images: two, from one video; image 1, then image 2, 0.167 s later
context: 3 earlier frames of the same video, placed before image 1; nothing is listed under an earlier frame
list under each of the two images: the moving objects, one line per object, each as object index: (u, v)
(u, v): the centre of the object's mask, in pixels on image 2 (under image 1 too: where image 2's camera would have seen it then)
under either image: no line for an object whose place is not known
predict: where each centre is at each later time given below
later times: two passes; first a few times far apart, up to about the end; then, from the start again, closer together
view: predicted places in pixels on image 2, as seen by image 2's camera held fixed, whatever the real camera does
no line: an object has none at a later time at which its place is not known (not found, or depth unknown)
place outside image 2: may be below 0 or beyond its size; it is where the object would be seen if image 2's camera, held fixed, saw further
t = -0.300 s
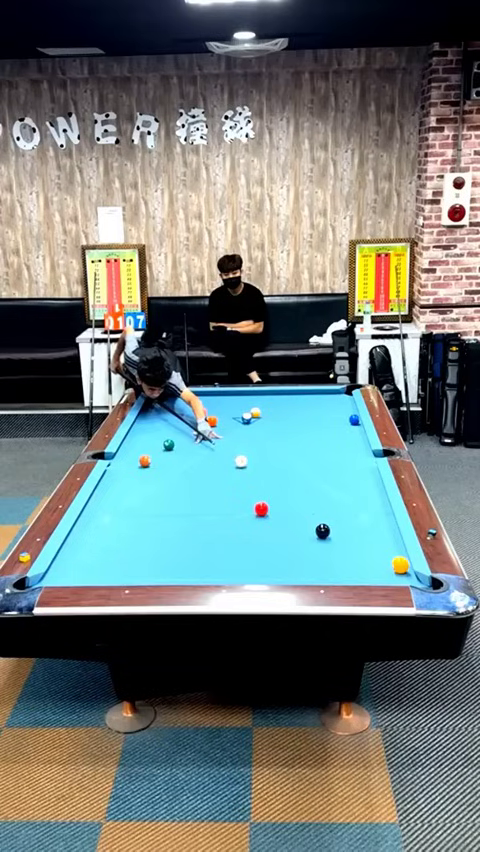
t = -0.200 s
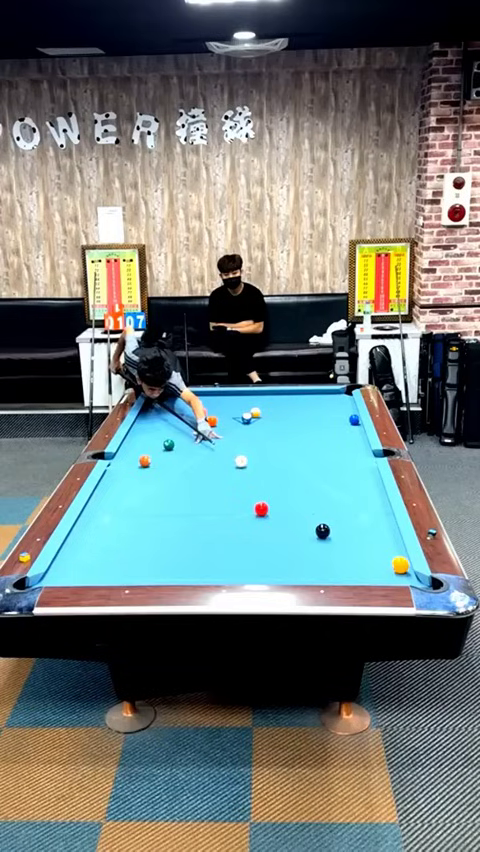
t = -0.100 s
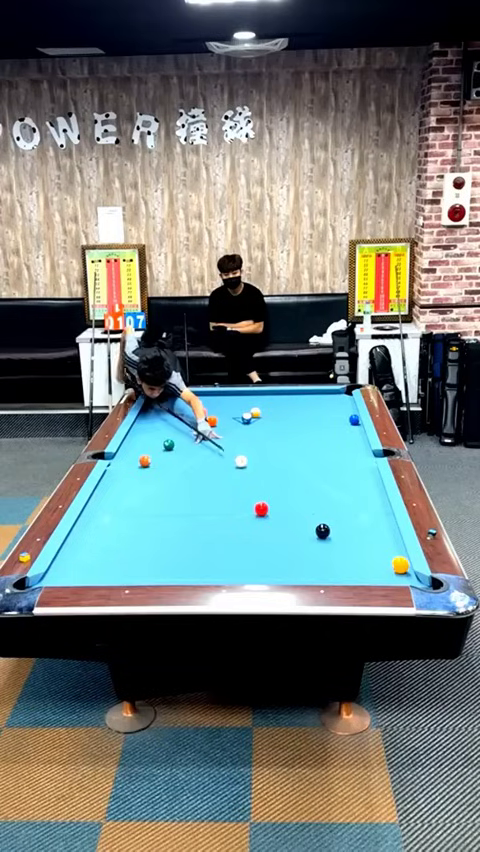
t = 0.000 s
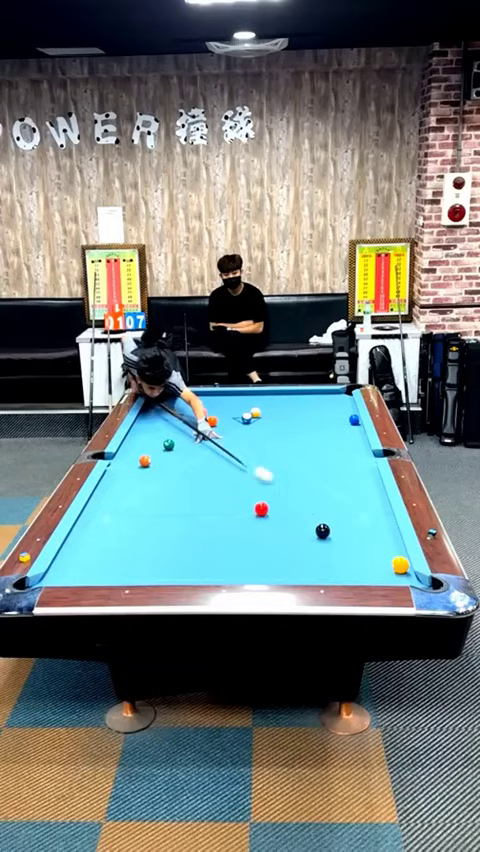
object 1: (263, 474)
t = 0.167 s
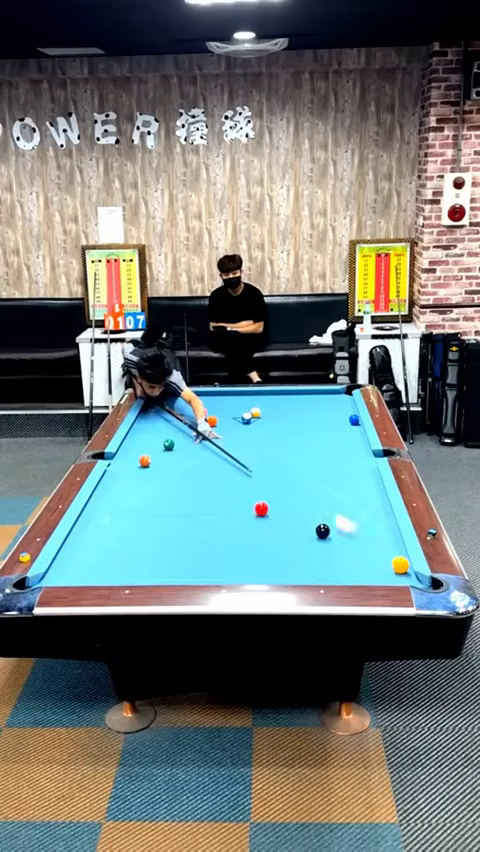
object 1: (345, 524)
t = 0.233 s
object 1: (382, 548)
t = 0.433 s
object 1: (355, 559)
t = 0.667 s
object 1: (303, 570)
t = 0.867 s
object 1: (264, 572)
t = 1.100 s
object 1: (225, 565)
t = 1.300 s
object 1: (194, 559)
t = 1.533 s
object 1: (161, 552)
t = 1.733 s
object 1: (135, 546)
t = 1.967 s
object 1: (106, 540)
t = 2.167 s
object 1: (82, 536)
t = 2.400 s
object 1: (88, 529)
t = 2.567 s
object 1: (102, 525)
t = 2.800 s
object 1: (119, 519)
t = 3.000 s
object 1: (133, 514)
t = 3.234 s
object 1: (148, 508)
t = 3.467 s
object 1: (161, 504)
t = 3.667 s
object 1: (171, 500)
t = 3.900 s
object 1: (182, 497)
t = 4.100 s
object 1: (191, 494)
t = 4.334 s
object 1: (199, 491)
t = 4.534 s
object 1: (206, 488)
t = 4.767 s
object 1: (214, 486)
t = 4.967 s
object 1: (219, 484)
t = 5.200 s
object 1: (225, 482)
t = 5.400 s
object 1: (228, 481)
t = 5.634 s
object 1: (233, 479)
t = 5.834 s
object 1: (235, 479)
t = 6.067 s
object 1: (238, 478)
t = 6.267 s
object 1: (240, 478)
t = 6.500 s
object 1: (241, 477)
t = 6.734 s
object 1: (241, 477)
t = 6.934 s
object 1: (241, 477)
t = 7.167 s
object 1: (241, 477)
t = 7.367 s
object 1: (241, 477)
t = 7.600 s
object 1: (241, 477)
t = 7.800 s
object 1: (241, 477)
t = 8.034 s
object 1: (241, 477)
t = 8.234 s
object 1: (241, 477)
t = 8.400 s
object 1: (241, 477)
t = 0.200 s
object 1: (363, 536)
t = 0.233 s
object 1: (382, 548)
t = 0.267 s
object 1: (398, 554)
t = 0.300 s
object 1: (393, 557)
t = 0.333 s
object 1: (382, 557)
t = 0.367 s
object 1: (372, 557)
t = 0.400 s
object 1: (363, 558)
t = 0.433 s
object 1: (355, 559)
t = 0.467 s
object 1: (347, 560)
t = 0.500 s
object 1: (339, 562)
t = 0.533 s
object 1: (331, 564)
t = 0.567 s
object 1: (324, 566)
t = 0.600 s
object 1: (317, 568)
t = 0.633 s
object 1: (310, 569)
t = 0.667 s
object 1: (303, 570)
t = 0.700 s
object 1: (296, 573)
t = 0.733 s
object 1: (288, 574)
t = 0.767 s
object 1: (281, 575)
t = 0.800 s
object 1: (275, 574)
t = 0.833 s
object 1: (269, 573)
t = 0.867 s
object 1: (264, 572)
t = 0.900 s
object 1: (258, 571)
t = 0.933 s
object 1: (252, 570)
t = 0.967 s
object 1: (246, 569)
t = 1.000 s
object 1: (241, 569)
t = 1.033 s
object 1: (236, 568)
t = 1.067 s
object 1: (230, 566)
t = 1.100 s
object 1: (225, 565)
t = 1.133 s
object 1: (220, 564)
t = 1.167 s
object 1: (215, 563)
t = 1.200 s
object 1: (210, 562)
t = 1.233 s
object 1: (204, 561)
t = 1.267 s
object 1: (199, 560)
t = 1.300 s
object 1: (194, 559)
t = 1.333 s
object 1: (190, 558)
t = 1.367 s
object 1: (185, 557)
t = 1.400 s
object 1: (180, 556)
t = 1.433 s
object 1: (175, 555)
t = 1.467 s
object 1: (171, 553)
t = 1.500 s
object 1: (166, 553)
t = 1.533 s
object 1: (161, 552)
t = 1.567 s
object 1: (157, 551)
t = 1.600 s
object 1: (152, 550)
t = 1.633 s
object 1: (148, 549)
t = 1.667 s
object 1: (143, 548)
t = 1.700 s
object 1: (139, 547)
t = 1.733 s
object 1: (135, 546)
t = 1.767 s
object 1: (130, 545)
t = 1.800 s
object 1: (127, 544)
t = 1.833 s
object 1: (122, 543)
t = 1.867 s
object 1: (118, 543)
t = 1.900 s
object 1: (114, 542)
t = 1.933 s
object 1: (109, 541)
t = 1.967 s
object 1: (106, 540)
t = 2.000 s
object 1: (102, 539)
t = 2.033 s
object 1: (98, 538)
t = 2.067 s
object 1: (94, 538)
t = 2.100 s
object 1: (90, 537)
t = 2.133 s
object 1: (86, 536)
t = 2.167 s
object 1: (82, 536)
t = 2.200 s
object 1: (79, 535)
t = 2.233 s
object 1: (75, 534)
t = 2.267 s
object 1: (77, 533)
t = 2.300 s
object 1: (80, 532)
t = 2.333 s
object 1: (83, 532)
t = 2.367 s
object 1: (86, 530)
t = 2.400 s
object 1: (88, 529)
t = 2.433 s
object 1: (91, 528)
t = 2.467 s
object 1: (94, 527)
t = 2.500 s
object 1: (97, 526)
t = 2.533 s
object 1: (99, 525)
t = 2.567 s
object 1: (102, 525)
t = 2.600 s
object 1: (104, 523)
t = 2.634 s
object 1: (107, 522)
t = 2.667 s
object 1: (110, 521)
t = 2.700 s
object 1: (112, 520)
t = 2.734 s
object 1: (114, 520)
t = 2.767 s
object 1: (117, 519)
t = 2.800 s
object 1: (119, 519)
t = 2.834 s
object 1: (121, 518)
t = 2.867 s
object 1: (124, 517)
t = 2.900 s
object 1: (126, 516)
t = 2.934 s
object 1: (128, 515)
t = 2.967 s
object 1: (131, 515)
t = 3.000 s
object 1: (133, 514)
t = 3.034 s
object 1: (135, 513)
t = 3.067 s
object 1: (137, 512)
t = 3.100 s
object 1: (140, 511)
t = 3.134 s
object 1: (142, 511)
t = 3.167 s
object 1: (144, 510)
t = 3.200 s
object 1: (146, 509)
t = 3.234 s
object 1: (148, 508)
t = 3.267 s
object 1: (150, 508)
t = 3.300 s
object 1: (152, 507)
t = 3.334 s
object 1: (153, 507)
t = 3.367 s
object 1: (156, 506)
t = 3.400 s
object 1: (157, 505)
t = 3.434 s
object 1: (159, 505)
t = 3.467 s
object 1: (161, 504)
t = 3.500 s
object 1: (163, 503)
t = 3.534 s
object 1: (165, 503)
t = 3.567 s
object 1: (166, 502)
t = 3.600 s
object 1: (168, 501)
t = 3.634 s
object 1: (170, 501)
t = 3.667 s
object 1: (171, 500)
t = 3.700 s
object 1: (173, 500)
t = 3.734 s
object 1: (175, 499)
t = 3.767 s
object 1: (176, 499)
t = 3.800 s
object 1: (178, 498)
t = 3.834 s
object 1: (179, 498)
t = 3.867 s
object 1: (181, 497)
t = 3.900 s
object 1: (182, 497)
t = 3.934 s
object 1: (184, 496)
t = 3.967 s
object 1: (185, 495)
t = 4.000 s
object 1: (187, 495)
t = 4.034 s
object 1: (188, 495)
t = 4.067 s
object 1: (189, 494)
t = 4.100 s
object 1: (191, 494)
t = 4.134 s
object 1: (192, 493)
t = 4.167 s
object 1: (193, 493)
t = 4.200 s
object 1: (194, 492)
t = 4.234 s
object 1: (196, 492)
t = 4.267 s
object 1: (197, 491)
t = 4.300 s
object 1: (198, 491)
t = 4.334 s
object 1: (199, 491)
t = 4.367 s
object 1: (201, 490)
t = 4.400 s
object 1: (202, 490)
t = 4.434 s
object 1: (203, 490)
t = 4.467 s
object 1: (204, 489)
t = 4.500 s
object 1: (205, 489)
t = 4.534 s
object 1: (206, 488)
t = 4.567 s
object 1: (207, 488)
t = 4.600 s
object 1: (209, 488)
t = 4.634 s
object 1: (209, 487)
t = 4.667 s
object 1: (210, 487)
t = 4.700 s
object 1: (211, 486)
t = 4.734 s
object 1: (212, 486)
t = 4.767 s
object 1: (214, 486)
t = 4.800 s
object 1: (214, 485)
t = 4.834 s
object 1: (215, 485)
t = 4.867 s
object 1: (216, 485)
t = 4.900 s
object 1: (217, 484)
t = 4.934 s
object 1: (218, 484)
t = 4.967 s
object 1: (219, 484)
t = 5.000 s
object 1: (220, 484)
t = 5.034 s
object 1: (221, 483)
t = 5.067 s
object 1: (221, 483)
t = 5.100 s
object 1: (222, 483)
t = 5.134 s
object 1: (223, 482)
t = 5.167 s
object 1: (224, 482)
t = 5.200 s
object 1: (225, 482)
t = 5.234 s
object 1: (226, 482)
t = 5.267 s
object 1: (226, 482)
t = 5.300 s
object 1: (227, 481)
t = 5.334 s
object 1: (227, 481)
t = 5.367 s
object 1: (228, 481)
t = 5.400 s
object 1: (228, 481)
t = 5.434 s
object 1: (230, 481)
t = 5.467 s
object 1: (230, 480)
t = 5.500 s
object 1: (231, 480)
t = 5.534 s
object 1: (231, 480)
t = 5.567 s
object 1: (232, 480)
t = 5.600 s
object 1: (232, 480)
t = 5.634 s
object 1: (233, 479)
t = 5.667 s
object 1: (233, 479)
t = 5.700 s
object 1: (234, 479)
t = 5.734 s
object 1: (234, 479)
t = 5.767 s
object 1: (235, 479)
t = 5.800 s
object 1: (235, 479)
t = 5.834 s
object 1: (235, 479)
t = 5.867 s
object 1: (236, 479)
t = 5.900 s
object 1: (236, 479)
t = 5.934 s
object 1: (237, 478)
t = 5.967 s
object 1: (237, 478)
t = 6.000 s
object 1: (238, 478)
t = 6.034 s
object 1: (238, 478)
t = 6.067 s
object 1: (238, 478)
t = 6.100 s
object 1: (238, 478)
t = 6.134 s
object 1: (239, 478)
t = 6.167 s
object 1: (239, 478)
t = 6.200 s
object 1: (239, 478)
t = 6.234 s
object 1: (240, 477)
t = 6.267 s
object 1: (240, 478)
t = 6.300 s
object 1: (240, 478)
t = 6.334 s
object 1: (240, 478)
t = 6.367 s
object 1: (241, 477)
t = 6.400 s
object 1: (241, 477)
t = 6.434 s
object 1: (241, 477)
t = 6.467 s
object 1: (241, 477)
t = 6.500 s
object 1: (241, 477)
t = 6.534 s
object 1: (241, 477)
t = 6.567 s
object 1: (241, 477)
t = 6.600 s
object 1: (241, 477)
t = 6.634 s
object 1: (241, 477)
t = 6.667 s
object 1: (241, 477)
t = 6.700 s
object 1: (241, 477)
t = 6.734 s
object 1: (241, 477)
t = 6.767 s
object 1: (241, 477)
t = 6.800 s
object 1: (241, 477)
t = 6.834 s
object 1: (241, 477)
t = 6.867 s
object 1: (241, 477)
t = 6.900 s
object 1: (241, 477)
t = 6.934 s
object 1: (241, 477)
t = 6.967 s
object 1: (241, 477)
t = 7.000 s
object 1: (241, 477)
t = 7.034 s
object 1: (241, 477)
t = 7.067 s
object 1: (241, 477)
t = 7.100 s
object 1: (241, 477)
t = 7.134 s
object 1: (241, 477)
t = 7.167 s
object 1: (241, 477)
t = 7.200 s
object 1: (241, 477)
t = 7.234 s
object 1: (241, 477)
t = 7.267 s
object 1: (241, 477)
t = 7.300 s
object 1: (241, 477)
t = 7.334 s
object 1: (241, 477)
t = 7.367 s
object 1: (241, 477)
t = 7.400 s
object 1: (241, 477)
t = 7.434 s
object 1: (241, 477)
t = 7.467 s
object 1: (241, 477)
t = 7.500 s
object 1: (241, 477)
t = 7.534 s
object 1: (241, 477)
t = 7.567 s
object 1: (241, 477)
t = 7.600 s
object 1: (241, 477)
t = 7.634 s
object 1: (241, 477)
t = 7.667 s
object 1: (241, 477)
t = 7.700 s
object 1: (241, 477)
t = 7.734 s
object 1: (241, 477)
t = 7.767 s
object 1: (241, 477)
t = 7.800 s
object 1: (241, 477)
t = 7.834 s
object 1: (241, 477)
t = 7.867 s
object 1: (241, 477)
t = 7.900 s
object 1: (241, 477)
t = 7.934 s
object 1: (241, 477)
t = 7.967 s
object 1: (241, 477)
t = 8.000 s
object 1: (241, 477)
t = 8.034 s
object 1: (241, 477)
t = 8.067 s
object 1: (241, 477)
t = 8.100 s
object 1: (241, 477)
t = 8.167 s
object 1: (241, 477)
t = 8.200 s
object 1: (241, 477)
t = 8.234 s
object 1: (241, 477)
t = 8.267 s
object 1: (241, 477)
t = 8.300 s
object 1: (241, 477)
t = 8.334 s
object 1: (241, 477)
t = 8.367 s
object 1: (241, 477)
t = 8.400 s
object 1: (241, 477)
